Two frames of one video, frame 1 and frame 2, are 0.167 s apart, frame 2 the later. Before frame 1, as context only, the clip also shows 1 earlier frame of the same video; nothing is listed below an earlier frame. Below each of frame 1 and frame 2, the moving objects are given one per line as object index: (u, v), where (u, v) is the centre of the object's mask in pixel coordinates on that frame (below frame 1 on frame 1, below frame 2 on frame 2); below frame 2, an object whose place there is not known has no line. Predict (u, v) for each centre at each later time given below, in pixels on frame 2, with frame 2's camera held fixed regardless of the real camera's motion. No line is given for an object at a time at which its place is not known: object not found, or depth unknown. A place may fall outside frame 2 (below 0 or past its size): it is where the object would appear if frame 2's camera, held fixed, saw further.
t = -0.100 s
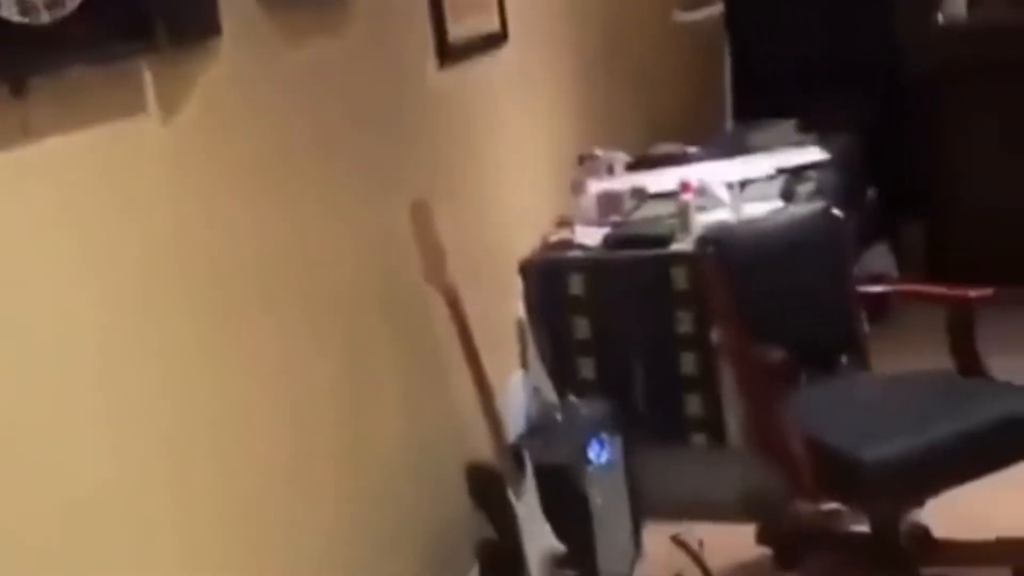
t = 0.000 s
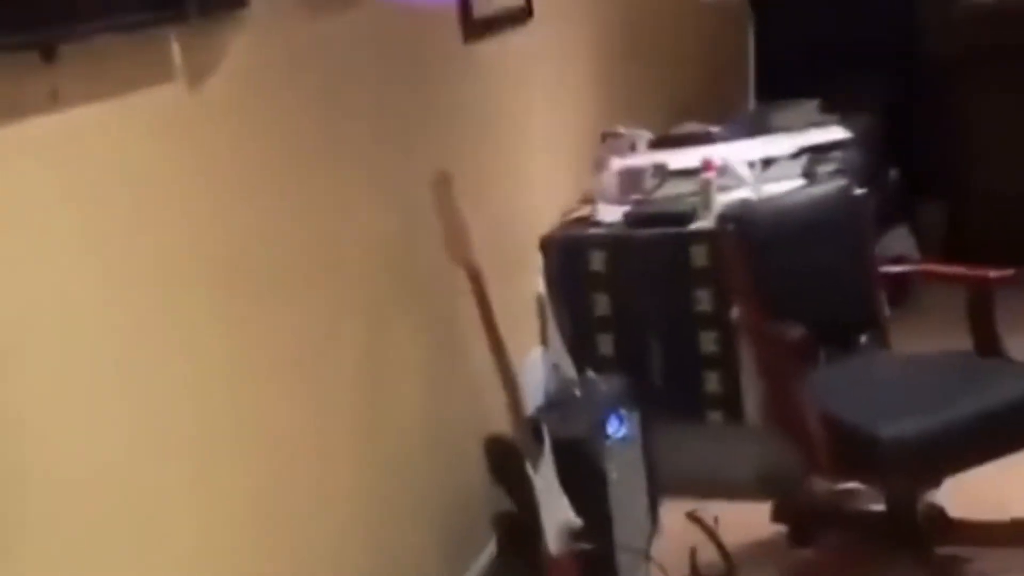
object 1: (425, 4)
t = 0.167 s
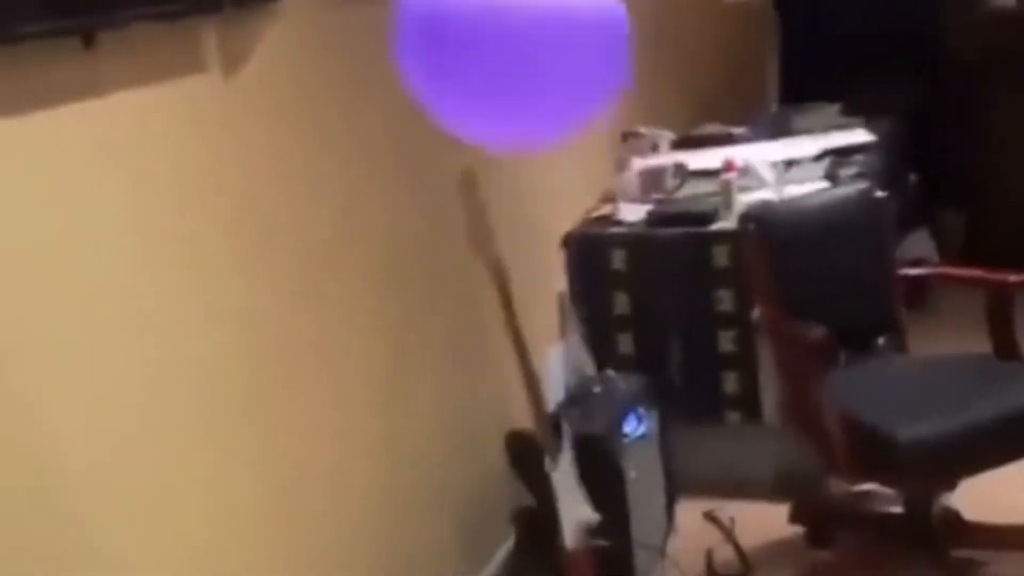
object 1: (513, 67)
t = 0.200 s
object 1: (523, 87)
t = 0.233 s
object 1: (533, 110)
